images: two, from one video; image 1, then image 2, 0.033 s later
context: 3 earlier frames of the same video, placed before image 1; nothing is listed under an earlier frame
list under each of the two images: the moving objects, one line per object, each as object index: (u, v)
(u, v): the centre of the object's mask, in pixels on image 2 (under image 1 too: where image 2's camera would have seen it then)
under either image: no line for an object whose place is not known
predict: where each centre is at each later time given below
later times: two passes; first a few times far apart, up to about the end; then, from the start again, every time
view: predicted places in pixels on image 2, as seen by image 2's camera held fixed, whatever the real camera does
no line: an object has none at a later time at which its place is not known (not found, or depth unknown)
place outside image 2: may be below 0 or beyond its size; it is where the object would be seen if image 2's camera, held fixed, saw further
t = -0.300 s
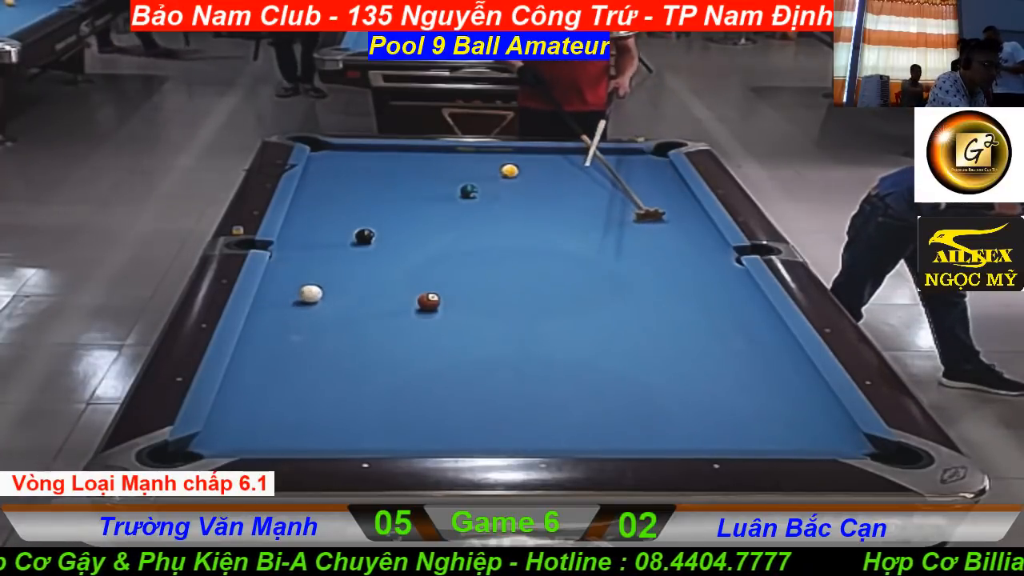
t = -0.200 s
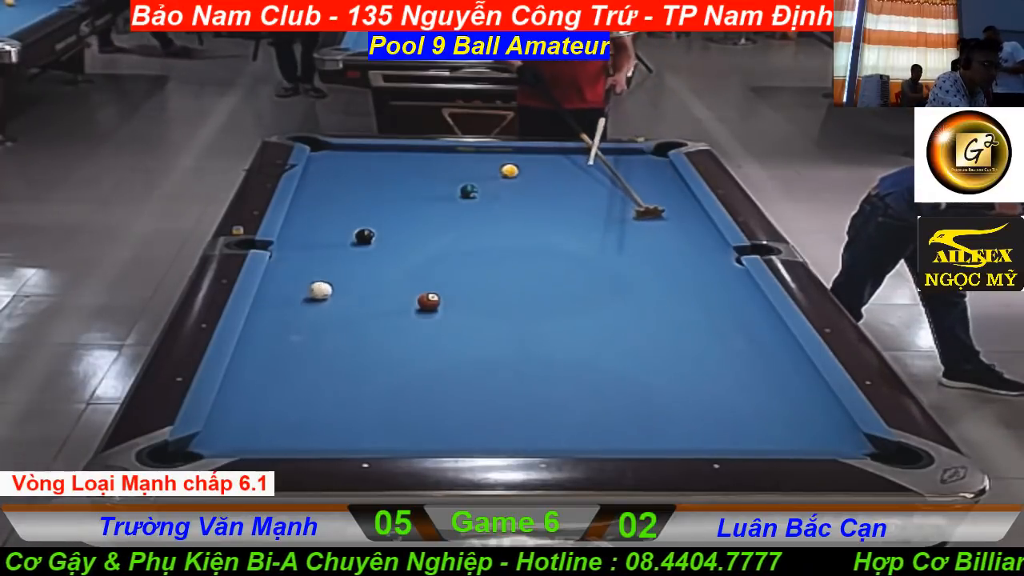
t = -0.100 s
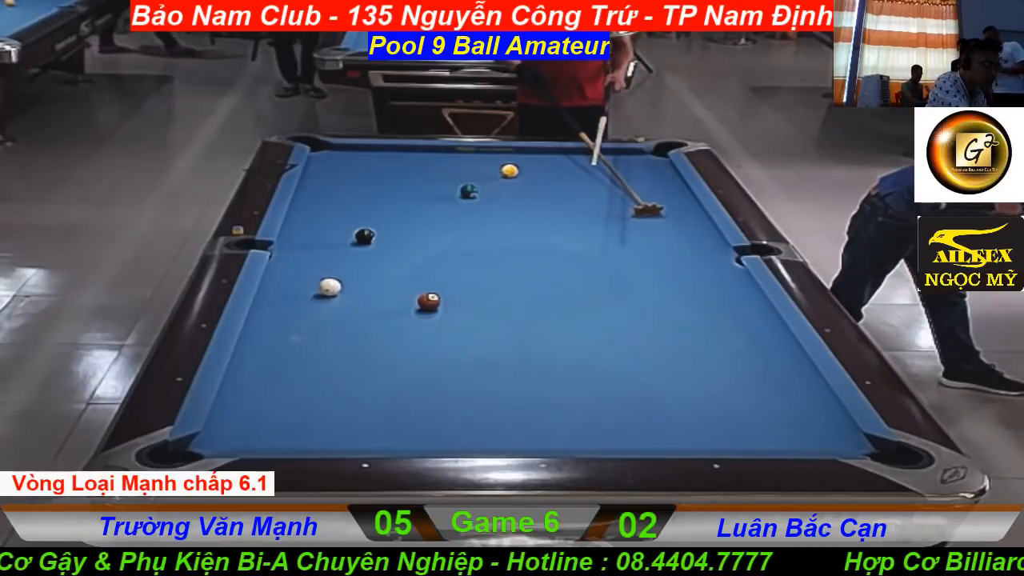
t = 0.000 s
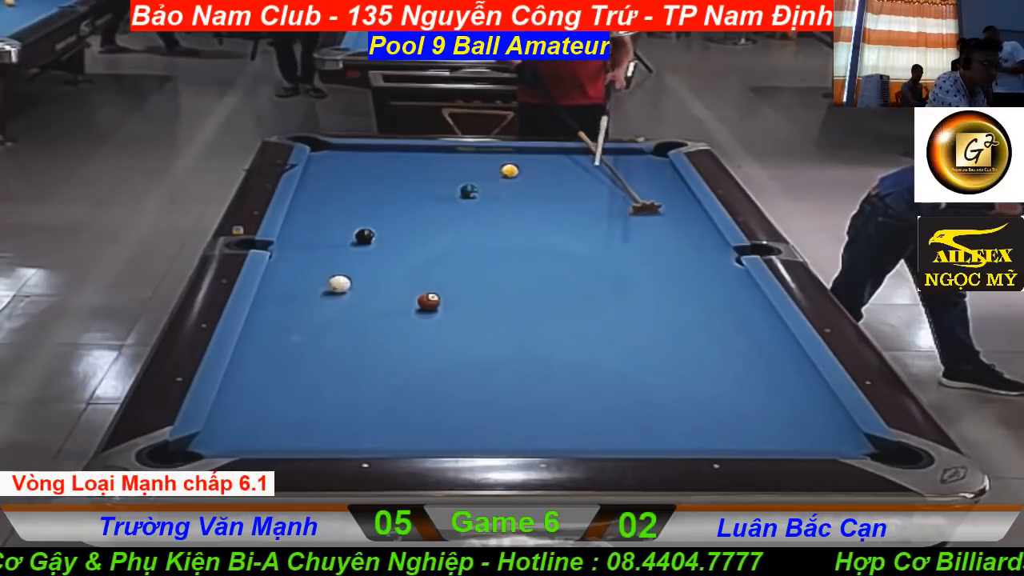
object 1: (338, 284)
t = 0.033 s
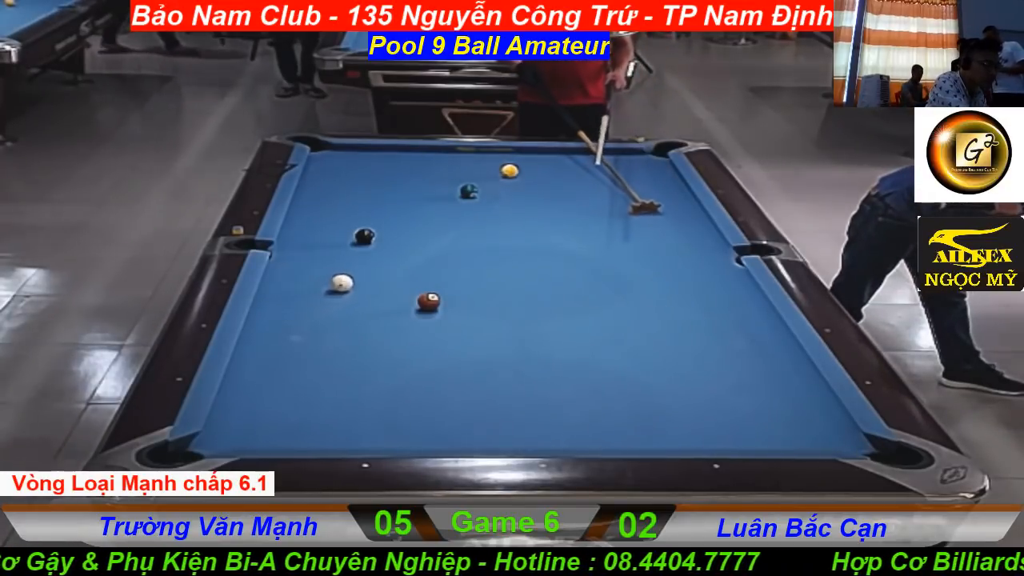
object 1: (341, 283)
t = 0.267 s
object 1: (361, 276)
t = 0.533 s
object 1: (381, 270)
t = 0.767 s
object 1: (398, 264)
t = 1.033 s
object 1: (415, 258)
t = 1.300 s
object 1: (431, 253)
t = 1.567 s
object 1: (444, 249)
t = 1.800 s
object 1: (455, 246)
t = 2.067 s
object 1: (465, 242)
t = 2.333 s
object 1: (474, 239)
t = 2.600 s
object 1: (482, 237)
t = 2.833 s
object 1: (487, 235)
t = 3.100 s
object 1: (492, 234)
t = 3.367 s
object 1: (496, 233)
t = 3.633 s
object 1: (499, 233)
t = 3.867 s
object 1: (500, 233)
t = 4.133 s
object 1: (500, 232)
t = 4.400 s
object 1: (500, 232)
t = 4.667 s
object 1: (500, 232)
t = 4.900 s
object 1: (500, 232)
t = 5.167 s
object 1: (500, 232)
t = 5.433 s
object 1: (500, 232)
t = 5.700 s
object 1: (500, 232)
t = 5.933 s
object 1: (500, 233)
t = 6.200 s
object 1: (500, 233)
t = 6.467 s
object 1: (500, 233)
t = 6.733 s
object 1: (500, 233)
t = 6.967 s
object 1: (500, 233)
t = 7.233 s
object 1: (500, 233)
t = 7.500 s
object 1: (500, 232)
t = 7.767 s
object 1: (500, 232)
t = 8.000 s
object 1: (500, 232)
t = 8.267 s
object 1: (500, 232)
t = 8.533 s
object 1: (500, 232)
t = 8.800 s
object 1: (500, 232)
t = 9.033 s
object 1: (500, 233)
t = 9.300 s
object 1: (500, 233)
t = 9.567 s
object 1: (500, 233)
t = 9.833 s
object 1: (500, 233)
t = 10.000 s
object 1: (500, 233)
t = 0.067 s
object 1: (344, 282)
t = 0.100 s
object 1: (347, 281)
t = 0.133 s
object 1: (350, 280)
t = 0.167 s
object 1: (352, 279)
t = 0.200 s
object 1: (355, 278)
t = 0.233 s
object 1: (358, 277)
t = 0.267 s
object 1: (361, 276)
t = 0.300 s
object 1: (363, 275)
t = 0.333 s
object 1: (366, 274)
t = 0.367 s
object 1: (368, 274)
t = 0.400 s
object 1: (371, 273)
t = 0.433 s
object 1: (374, 272)
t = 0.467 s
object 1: (377, 271)
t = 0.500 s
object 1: (379, 270)
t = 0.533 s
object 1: (381, 270)
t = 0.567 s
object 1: (384, 268)
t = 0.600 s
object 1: (386, 268)
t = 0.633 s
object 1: (389, 267)
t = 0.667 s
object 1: (391, 266)
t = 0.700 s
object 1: (393, 266)
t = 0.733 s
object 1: (396, 265)
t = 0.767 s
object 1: (398, 264)
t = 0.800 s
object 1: (400, 263)
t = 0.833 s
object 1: (403, 262)
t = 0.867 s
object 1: (405, 262)
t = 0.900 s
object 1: (407, 261)
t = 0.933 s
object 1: (409, 260)
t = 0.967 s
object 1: (411, 260)
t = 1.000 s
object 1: (413, 259)
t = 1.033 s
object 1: (415, 258)
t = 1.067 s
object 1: (417, 257)
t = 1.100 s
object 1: (419, 257)
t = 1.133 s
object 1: (421, 256)
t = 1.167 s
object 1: (423, 256)
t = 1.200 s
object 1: (425, 255)
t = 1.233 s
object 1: (427, 254)
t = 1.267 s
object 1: (429, 254)
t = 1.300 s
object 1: (431, 253)
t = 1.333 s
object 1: (433, 253)
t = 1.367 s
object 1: (434, 252)
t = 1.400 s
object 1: (436, 251)
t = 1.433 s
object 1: (438, 251)
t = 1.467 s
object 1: (440, 251)
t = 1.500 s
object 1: (441, 250)
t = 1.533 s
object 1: (443, 250)
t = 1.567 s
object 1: (444, 249)
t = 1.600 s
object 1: (446, 248)
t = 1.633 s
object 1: (448, 248)
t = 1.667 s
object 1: (449, 247)
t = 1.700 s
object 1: (450, 247)
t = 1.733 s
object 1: (452, 246)
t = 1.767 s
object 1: (453, 246)
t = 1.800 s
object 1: (455, 246)
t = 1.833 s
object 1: (456, 245)
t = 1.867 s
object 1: (457, 245)
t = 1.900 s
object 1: (459, 244)
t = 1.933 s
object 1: (460, 244)
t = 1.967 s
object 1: (461, 243)
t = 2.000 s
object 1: (463, 243)
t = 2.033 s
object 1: (464, 243)
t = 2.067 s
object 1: (465, 242)
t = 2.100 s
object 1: (467, 242)
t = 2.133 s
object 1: (468, 242)
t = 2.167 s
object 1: (469, 241)
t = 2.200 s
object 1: (470, 241)
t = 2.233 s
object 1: (471, 240)
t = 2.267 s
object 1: (472, 240)
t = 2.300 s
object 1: (473, 240)
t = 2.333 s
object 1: (474, 239)
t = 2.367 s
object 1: (475, 239)
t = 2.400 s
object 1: (476, 239)
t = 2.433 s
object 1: (477, 238)
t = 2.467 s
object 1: (478, 238)
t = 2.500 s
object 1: (479, 238)
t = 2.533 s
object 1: (480, 238)
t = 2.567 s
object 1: (481, 238)
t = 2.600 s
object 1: (482, 237)
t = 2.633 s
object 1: (483, 237)
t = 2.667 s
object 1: (483, 237)
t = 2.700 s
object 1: (484, 237)
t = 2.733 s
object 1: (485, 236)
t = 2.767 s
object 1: (486, 236)
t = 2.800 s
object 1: (486, 236)
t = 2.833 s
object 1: (487, 235)
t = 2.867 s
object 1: (488, 235)
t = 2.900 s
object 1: (489, 235)
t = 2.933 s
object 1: (489, 235)
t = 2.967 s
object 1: (490, 235)
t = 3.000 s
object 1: (490, 235)
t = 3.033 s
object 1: (491, 234)
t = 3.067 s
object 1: (492, 234)
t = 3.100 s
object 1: (492, 234)
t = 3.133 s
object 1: (493, 234)
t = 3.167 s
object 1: (493, 234)
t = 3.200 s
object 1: (494, 234)
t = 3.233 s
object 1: (495, 234)
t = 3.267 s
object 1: (495, 233)
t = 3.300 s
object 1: (495, 233)
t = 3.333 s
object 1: (496, 233)
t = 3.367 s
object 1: (496, 233)
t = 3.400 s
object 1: (497, 233)
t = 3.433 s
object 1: (497, 233)
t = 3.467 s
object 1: (497, 233)
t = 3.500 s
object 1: (498, 233)
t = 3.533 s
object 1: (498, 233)
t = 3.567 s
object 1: (498, 233)
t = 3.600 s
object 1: (498, 233)
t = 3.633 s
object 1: (499, 233)
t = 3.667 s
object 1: (499, 233)
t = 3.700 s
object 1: (499, 233)
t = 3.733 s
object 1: (500, 233)
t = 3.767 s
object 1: (500, 233)
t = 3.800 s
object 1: (500, 233)
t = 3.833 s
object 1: (500, 233)
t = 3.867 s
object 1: (500, 233)
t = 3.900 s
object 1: (500, 232)
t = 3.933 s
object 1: (500, 232)
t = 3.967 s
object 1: (500, 232)
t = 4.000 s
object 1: (500, 232)
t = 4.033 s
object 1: (500, 232)
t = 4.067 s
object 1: (500, 232)
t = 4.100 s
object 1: (500, 232)
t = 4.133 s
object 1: (500, 232)
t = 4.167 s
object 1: (500, 232)
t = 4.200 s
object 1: (500, 232)
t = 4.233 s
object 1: (500, 232)
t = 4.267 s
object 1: (500, 232)
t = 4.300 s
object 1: (500, 232)
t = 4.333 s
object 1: (500, 232)
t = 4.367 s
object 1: (500, 232)
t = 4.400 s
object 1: (500, 232)
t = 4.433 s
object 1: (500, 232)
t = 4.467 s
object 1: (500, 232)
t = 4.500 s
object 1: (500, 232)
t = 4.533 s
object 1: (500, 232)
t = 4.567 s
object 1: (500, 232)
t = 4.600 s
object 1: (500, 232)
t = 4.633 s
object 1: (500, 232)
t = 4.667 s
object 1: (500, 232)
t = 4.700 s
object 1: (500, 232)
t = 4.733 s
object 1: (500, 232)
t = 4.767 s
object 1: (500, 232)
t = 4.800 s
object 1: (500, 232)
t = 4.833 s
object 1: (500, 232)
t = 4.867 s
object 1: (500, 232)
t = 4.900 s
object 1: (500, 232)
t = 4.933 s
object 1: (500, 232)
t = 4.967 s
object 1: (500, 232)
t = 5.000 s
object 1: (500, 232)
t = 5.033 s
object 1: (500, 232)
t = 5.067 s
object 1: (500, 232)
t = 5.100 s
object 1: (500, 232)
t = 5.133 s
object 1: (500, 232)
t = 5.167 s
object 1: (500, 232)
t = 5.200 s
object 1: (500, 232)
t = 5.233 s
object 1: (500, 232)
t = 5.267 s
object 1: (500, 232)
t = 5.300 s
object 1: (500, 232)
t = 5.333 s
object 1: (500, 232)
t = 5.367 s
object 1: (500, 232)
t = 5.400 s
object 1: (500, 232)
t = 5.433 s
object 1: (500, 232)
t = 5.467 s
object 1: (500, 232)
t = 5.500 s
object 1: (500, 232)
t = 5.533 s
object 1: (500, 232)
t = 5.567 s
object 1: (500, 232)
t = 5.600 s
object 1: (500, 232)
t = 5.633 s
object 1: (500, 232)
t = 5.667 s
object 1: (500, 232)
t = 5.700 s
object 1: (500, 232)
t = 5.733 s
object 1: (500, 232)
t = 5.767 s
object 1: (500, 232)
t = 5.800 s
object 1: (500, 233)
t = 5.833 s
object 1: (500, 233)
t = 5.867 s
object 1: (500, 233)
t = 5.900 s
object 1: (500, 233)
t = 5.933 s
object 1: (500, 233)
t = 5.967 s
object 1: (500, 232)
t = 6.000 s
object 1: (500, 233)
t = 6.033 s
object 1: (500, 233)
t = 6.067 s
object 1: (500, 233)
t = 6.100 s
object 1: (500, 233)
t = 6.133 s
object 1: (500, 233)
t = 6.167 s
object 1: (500, 233)
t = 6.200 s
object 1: (500, 233)
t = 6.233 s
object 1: (500, 233)
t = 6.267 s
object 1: (500, 233)
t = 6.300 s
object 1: (500, 233)
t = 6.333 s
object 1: (500, 233)
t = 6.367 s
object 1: (500, 233)
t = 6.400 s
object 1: (500, 233)
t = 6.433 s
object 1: (500, 233)
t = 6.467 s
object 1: (500, 233)
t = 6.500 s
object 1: (500, 233)
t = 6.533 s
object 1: (500, 233)
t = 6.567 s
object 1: (500, 233)
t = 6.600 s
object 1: (500, 233)
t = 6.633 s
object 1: (500, 233)
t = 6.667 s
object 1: (500, 233)
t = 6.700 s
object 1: (500, 233)
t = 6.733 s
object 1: (500, 233)
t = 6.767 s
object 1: (500, 233)
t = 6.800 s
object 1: (500, 233)
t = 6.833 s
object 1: (500, 233)
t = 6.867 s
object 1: (500, 233)
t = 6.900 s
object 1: (500, 233)
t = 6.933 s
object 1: (500, 233)
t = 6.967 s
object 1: (500, 233)
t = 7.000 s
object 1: (500, 233)
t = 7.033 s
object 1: (500, 233)
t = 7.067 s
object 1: (500, 233)
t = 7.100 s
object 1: (500, 233)
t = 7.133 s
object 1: (500, 233)
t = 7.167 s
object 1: (500, 233)
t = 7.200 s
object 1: (500, 233)
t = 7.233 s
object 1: (500, 233)
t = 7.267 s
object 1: (500, 233)
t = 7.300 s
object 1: (500, 233)
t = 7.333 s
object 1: (500, 232)
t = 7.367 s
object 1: (500, 232)
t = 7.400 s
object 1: (500, 232)
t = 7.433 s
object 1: (500, 232)
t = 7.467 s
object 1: (500, 232)
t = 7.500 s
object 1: (500, 232)
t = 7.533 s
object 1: (500, 232)
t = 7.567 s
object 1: (500, 232)
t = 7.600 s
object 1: (500, 232)
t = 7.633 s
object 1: (500, 232)
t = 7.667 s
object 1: (500, 232)
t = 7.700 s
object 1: (500, 232)
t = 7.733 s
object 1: (500, 232)
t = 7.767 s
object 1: (500, 232)
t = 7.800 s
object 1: (500, 232)
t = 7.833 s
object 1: (500, 232)
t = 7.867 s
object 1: (500, 232)
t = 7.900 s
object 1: (500, 232)
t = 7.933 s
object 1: (500, 232)
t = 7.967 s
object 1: (500, 232)
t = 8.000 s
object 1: (500, 232)
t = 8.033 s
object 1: (500, 232)
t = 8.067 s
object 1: (500, 232)
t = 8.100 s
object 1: (500, 232)
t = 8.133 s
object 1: (500, 232)
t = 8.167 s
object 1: (500, 232)
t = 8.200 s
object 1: (500, 232)
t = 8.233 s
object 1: (500, 232)
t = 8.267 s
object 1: (500, 232)
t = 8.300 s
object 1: (500, 232)
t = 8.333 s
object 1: (500, 232)
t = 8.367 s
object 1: (500, 232)
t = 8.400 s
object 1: (500, 232)
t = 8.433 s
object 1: (500, 232)
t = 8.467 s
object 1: (500, 232)
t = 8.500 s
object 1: (500, 232)
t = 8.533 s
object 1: (500, 232)
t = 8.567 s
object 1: (500, 232)
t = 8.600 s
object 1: (500, 232)
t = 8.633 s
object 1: (500, 232)
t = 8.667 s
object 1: (500, 233)
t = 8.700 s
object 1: (500, 233)
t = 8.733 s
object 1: (500, 232)
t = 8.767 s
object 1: (500, 232)
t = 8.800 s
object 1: (500, 232)
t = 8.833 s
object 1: (500, 232)
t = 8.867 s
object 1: (500, 233)
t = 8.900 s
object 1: (500, 232)
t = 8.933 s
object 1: (500, 233)
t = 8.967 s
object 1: (500, 232)
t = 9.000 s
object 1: (500, 232)
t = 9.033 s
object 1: (500, 233)
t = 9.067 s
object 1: (500, 233)
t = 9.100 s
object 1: (500, 233)
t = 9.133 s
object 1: (500, 233)
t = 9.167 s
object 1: (500, 233)
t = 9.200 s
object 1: (500, 233)
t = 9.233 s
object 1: (500, 233)
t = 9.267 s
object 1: (500, 233)
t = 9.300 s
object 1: (500, 233)
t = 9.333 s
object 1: (500, 233)
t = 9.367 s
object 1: (500, 233)
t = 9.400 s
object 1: (500, 233)
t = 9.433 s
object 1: (500, 233)
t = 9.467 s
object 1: (500, 233)
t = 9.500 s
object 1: (500, 233)
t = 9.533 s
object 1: (500, 233)
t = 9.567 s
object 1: (500, 233)
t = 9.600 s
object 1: (500, 233)
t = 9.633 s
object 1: (500, 233)
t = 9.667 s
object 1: (500, 233)
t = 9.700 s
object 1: (500, 233)
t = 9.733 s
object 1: (500, 233)
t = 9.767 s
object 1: (500, 233)
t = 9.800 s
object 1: (500, 233)
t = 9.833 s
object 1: (500, 233)
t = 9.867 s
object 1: (500, 233)
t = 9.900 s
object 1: (500, 233)
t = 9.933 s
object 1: (500, 233)
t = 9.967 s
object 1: (500, 233)
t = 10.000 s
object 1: (500, 233)
